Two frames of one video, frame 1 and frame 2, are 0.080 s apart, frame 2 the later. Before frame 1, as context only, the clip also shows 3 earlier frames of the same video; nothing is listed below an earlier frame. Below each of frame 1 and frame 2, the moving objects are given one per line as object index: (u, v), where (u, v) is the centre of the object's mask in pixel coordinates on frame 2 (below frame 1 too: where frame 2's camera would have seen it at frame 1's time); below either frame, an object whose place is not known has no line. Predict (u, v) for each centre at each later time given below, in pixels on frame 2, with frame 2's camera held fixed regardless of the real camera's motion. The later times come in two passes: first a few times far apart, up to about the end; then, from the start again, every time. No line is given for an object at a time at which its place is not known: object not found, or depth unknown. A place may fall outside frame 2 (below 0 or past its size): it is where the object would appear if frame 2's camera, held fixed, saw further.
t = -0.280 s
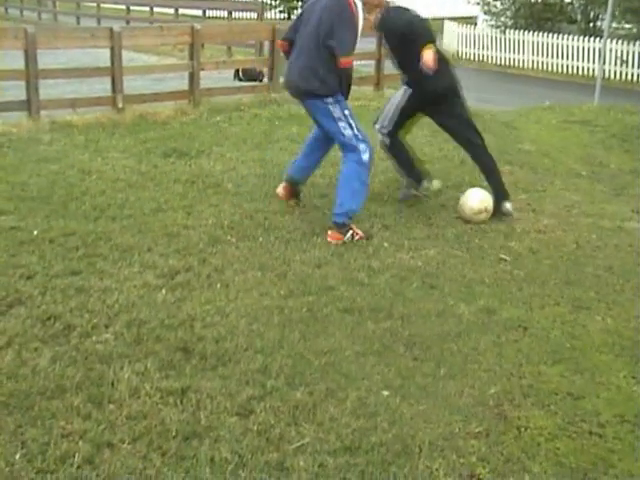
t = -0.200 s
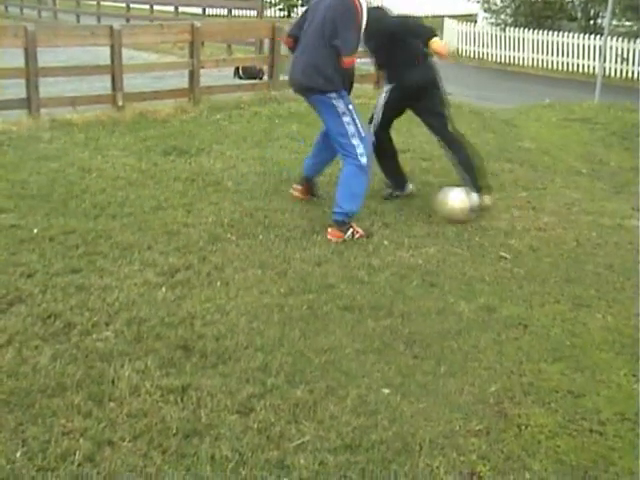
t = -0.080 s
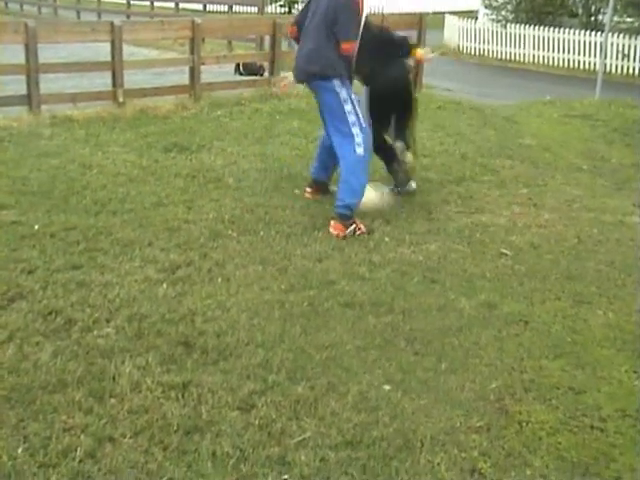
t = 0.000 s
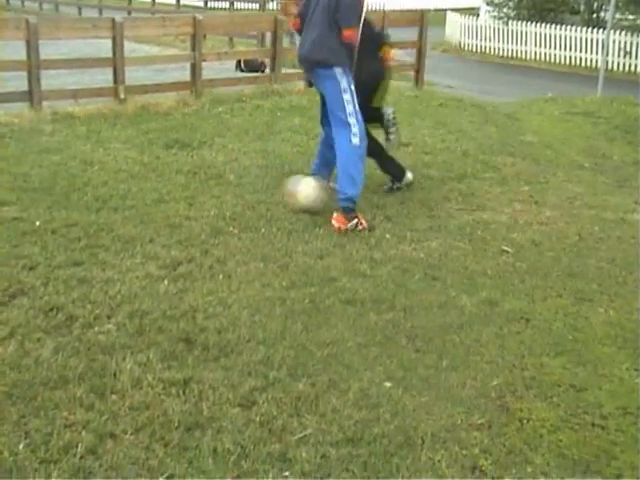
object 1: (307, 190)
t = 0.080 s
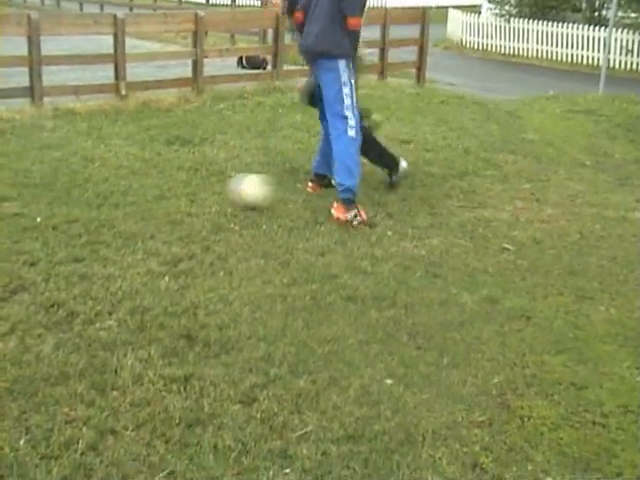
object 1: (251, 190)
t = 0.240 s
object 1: (163, 181)
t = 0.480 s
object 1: (46, 185)
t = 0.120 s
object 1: (229, 186)
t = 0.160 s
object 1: (206, 182)
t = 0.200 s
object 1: (184, 180)
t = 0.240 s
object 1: (163, 181)
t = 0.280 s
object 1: (144, 185)
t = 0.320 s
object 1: (122, 190)
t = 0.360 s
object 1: (103, 190)
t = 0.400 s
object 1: (84, 186)
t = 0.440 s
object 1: (65, 184)
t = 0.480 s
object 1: (46, 185)
